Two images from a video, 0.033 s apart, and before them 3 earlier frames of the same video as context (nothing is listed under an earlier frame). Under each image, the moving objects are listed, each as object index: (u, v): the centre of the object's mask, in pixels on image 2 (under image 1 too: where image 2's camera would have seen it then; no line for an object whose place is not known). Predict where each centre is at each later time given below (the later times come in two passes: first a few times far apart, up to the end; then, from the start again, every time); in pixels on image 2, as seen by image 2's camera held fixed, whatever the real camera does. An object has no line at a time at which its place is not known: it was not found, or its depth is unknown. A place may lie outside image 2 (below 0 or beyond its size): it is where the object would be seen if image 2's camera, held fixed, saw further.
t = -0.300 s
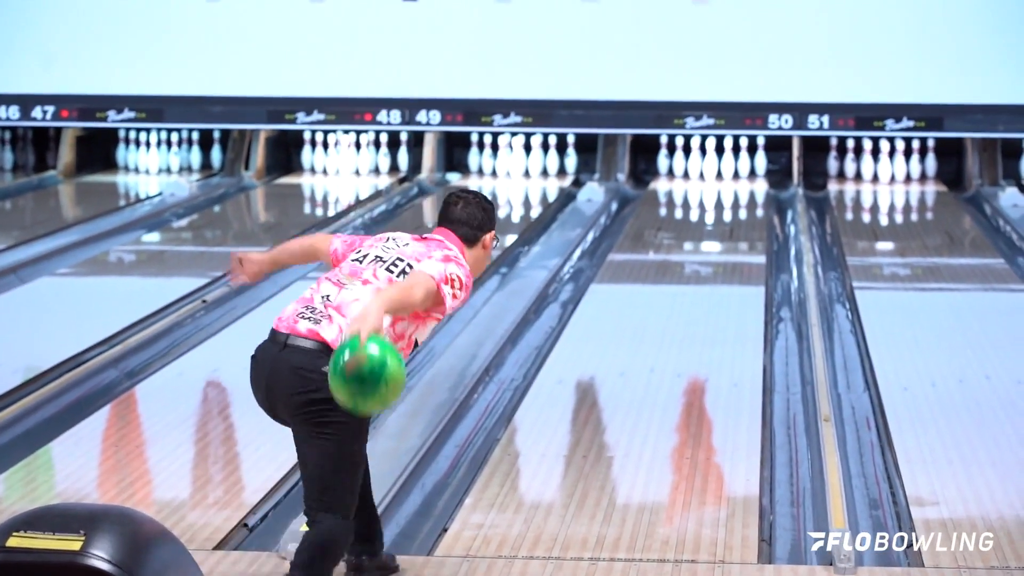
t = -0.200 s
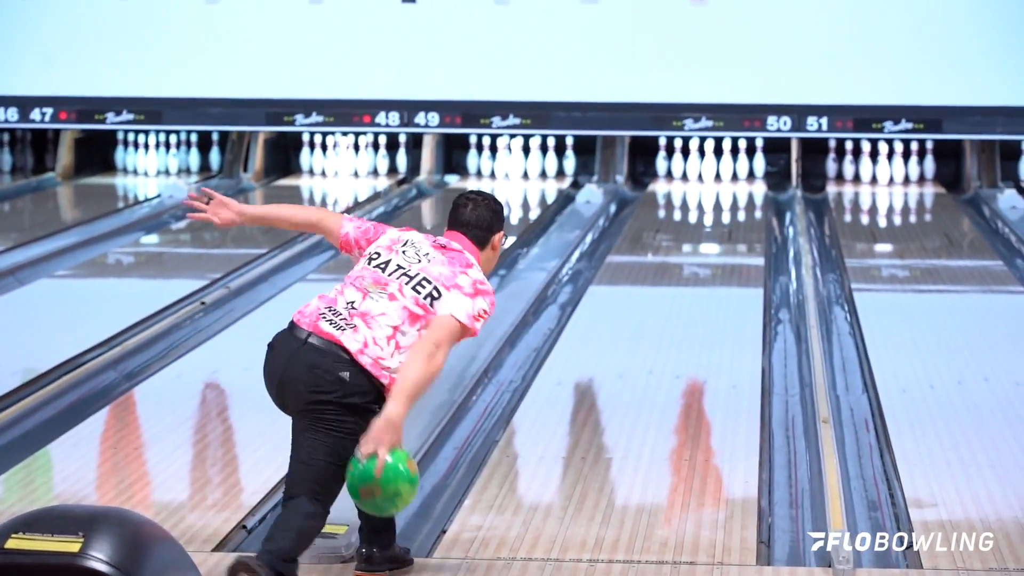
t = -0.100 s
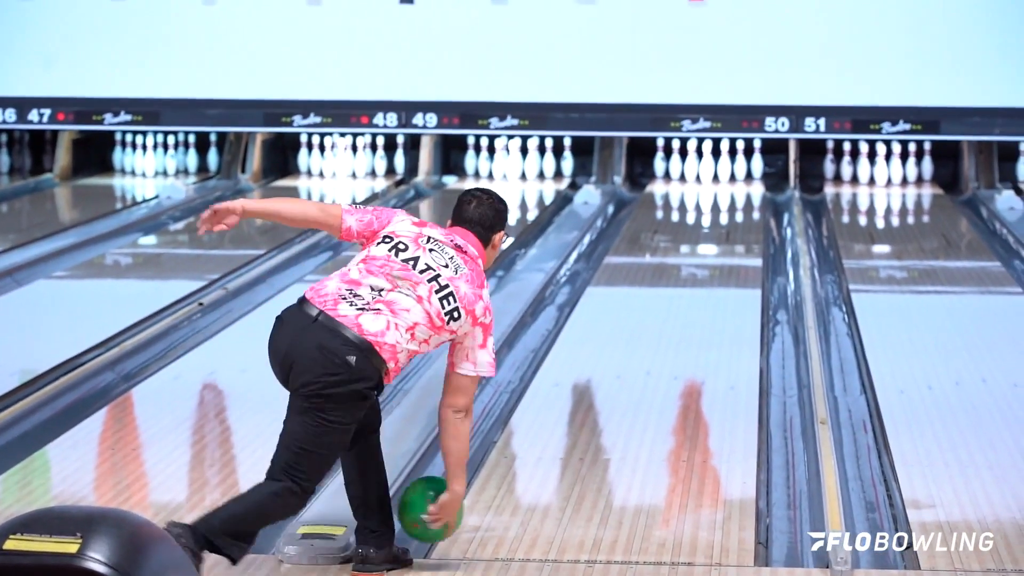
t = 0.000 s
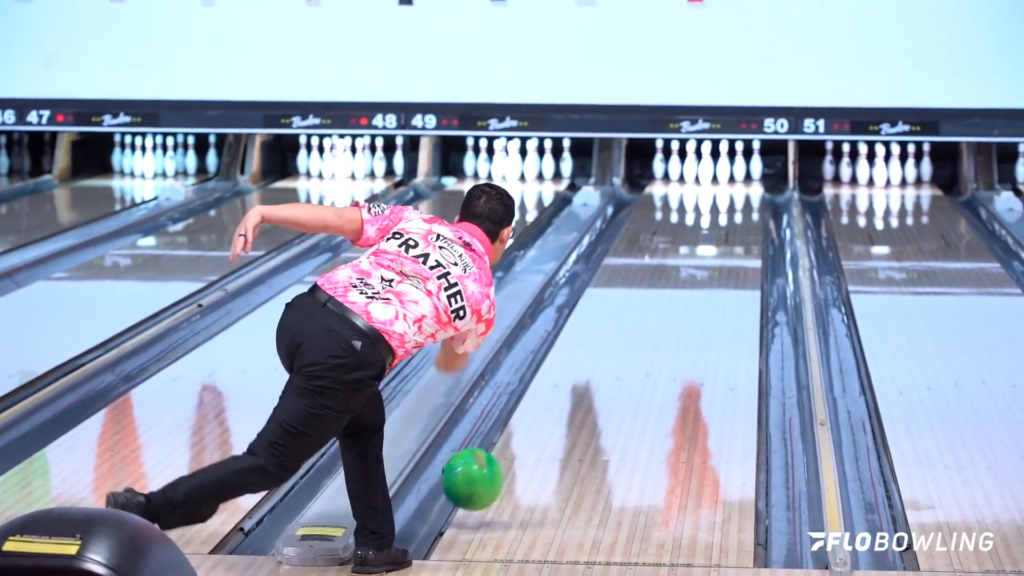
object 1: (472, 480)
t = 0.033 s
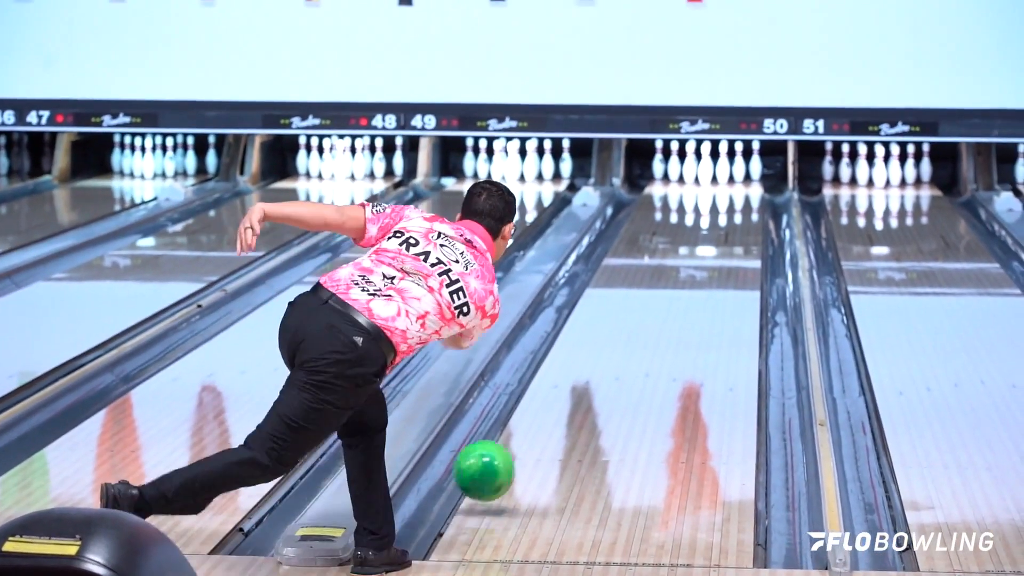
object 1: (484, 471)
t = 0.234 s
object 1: (548, 423)
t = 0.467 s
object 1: (603, 368)
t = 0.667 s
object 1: (640, 331)
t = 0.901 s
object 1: (673, 296)
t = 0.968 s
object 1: (681, 287)
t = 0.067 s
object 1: (496, 465)
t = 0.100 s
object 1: (507, 462)
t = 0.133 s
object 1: (518, 451)
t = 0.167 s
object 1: (529, 442)
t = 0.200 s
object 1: (538, 432)
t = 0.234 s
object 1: (548, 423)
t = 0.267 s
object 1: (557, 414)
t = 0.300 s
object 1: (566, 406)
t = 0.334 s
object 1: (574, 397)
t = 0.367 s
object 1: (581, 390)
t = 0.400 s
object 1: (589, 382)
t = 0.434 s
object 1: (596, 375)
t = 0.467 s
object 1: (603, 368)
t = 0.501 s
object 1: (610, 361)
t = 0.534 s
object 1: (617, 354)
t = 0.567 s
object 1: (623, 348)
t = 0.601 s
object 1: (629, 342)
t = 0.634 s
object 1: (635, 337)
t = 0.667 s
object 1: (640, 331)
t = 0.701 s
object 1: (646, 325)
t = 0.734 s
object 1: (651, 320)
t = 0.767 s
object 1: (656, 315)
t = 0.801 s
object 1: (660, 309)
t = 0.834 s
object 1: (665, 305)
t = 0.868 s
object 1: (669, 300)
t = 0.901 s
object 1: (673, 296)
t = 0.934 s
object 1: (677, 291)
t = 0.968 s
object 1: (681, 287)
